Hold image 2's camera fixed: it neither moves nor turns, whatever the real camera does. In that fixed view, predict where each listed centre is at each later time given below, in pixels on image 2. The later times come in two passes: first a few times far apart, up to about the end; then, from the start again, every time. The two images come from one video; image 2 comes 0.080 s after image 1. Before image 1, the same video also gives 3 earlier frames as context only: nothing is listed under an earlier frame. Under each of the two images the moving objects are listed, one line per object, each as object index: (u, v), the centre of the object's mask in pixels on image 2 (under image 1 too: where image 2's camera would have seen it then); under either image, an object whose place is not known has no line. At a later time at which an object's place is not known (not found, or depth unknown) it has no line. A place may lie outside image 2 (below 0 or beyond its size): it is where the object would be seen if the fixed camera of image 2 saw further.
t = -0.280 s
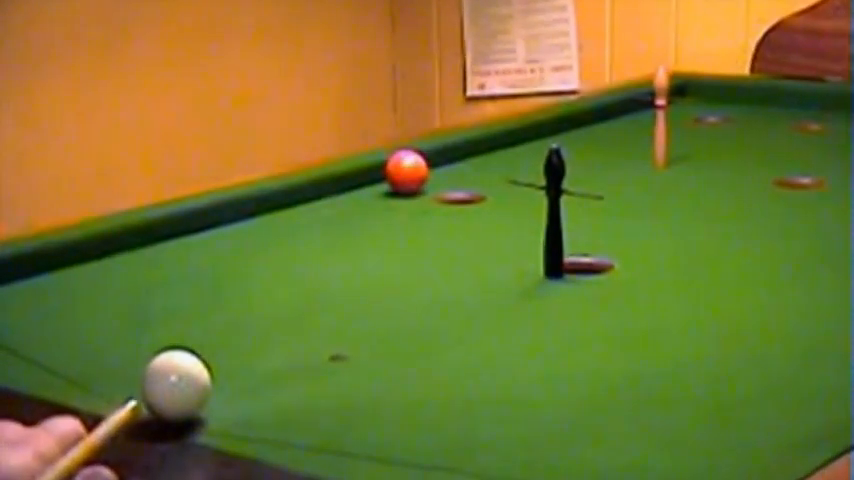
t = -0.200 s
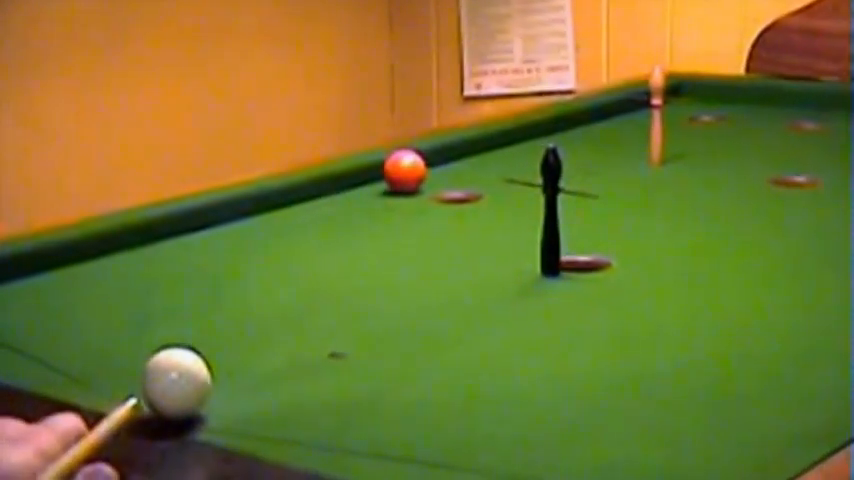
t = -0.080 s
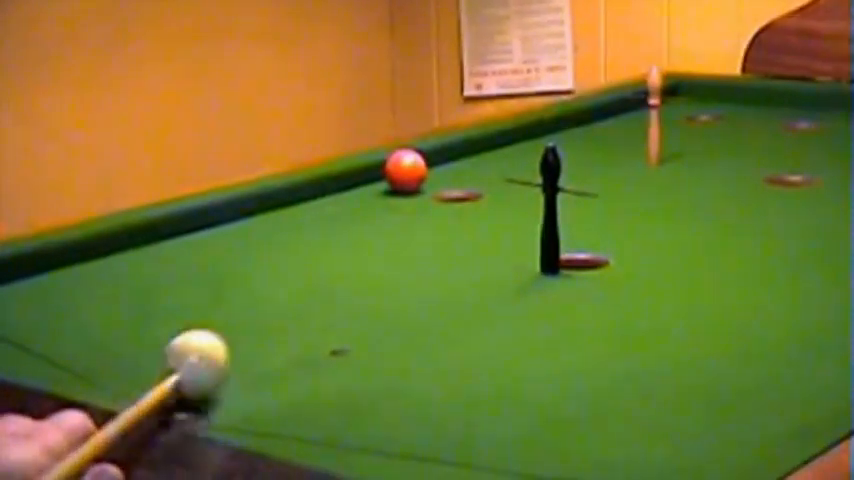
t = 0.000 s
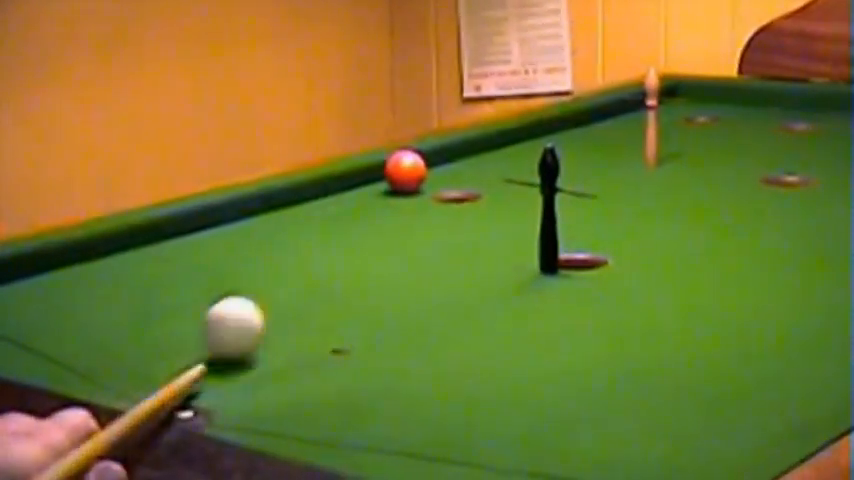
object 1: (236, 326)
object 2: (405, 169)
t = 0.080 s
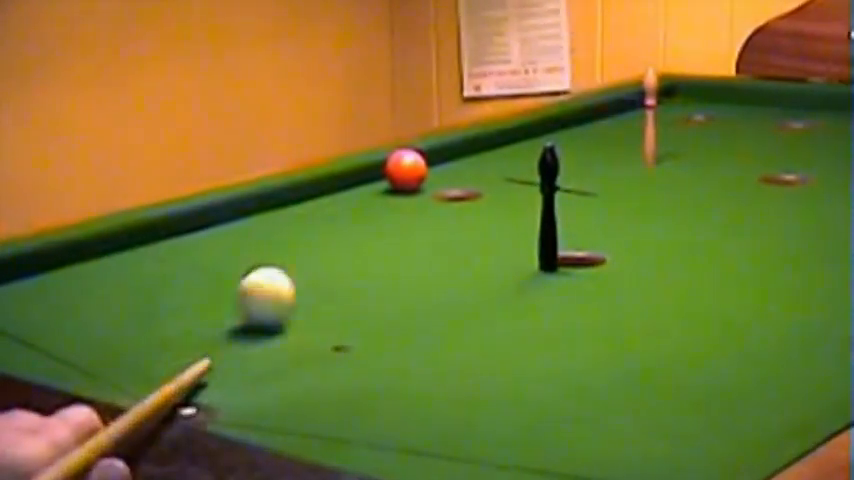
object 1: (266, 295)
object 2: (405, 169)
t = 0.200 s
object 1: (304, 260)
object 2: (404, 169)
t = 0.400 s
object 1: (353, 211)
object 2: (404, 169)
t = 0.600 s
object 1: (382, 178)
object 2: (417, 166)
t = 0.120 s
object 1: (279, 283)
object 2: (405, 170)
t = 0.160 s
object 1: (291, 271)
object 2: (405, 170)
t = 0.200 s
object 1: (304, 260)
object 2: (404, 169)
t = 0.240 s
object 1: (315, 248)
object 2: (404, 169)
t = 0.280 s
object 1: (324, 239)
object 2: (403, 170)
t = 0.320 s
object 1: (335, 229)
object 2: (403, 170)
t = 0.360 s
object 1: (344, 220)
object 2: (403, 169)
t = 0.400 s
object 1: (353, 211)
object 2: (404, 169)
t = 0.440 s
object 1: (362, 203)
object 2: (405, 169)
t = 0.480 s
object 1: (370, 194)
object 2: (405, 169)
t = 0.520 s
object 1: (376, 188)
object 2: (408, 168)
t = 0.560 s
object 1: (384, 181)
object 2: (411, 166)
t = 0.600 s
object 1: (382, 178)
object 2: (417, 166)
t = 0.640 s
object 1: (377, 177)
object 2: (423, 162)
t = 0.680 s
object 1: (373, 176)
